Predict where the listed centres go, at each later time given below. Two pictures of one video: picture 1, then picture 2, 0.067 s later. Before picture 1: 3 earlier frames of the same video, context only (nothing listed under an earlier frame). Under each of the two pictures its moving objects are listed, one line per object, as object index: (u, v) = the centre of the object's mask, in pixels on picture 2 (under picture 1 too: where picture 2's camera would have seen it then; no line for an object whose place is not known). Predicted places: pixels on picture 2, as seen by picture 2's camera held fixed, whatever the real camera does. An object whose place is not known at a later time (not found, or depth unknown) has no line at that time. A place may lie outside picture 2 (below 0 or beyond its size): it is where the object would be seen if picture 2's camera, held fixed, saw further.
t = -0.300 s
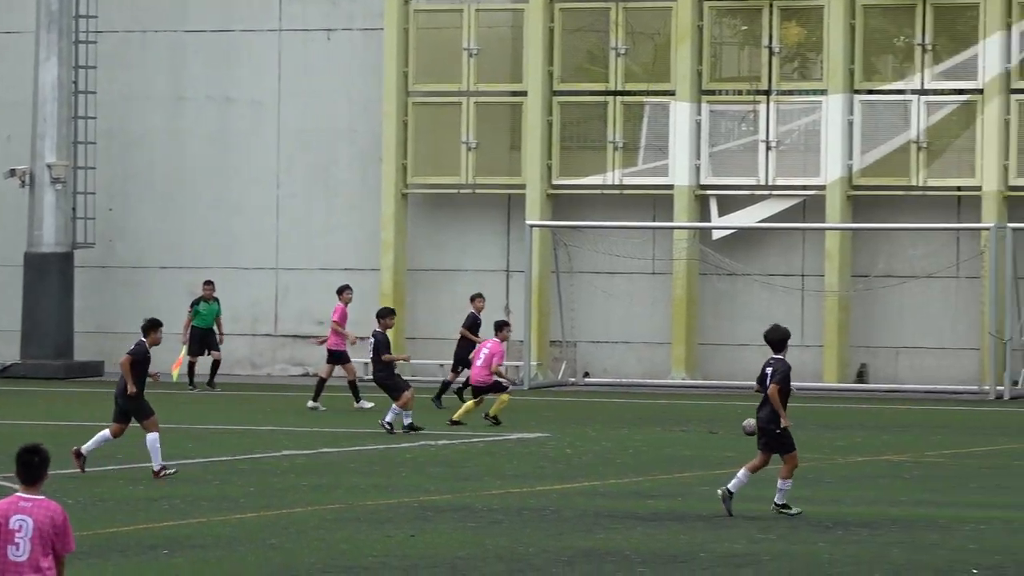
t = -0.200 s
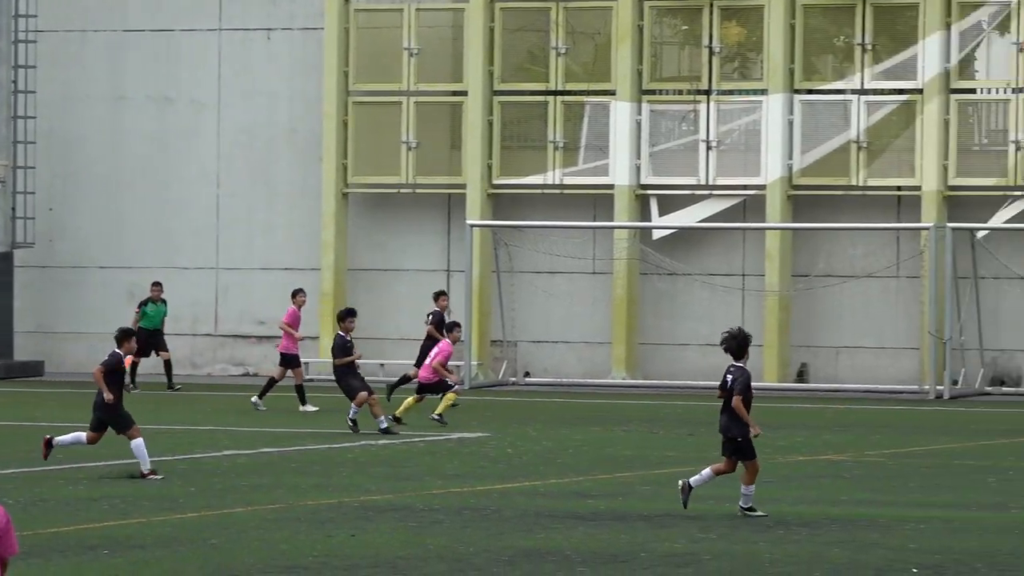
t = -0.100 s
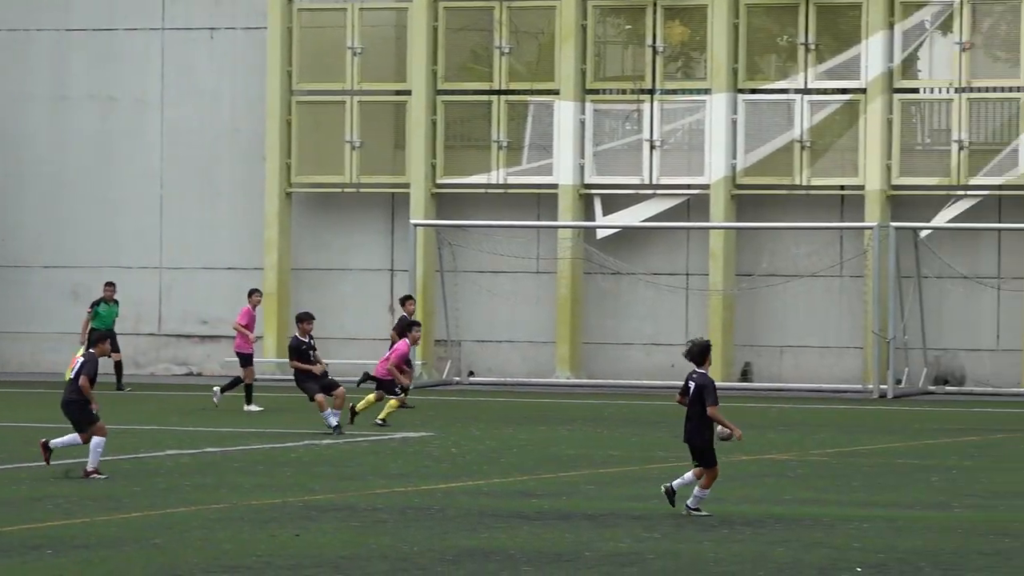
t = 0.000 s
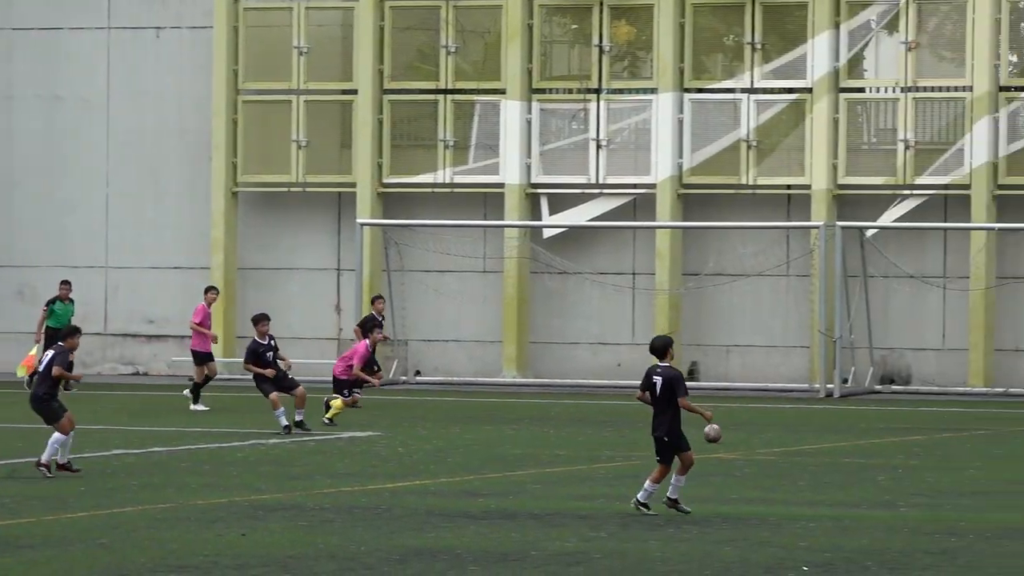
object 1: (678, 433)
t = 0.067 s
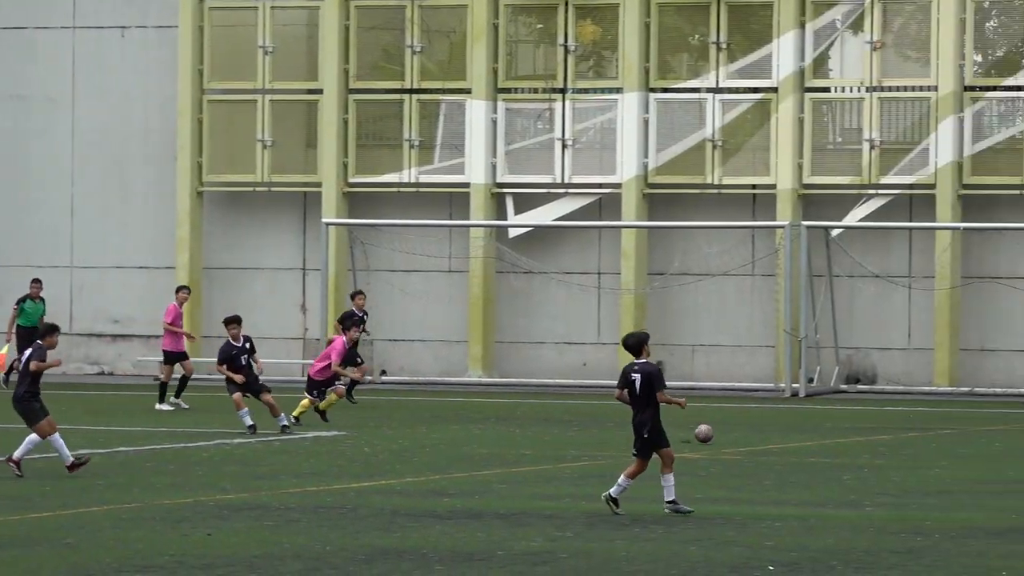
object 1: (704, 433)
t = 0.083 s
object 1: (710, 433)
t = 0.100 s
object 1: (717, 434)
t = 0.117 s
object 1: (722, 435)
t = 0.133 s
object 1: (729, 435)
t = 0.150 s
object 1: (735, 437)
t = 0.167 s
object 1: (741, 438)
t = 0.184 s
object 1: (747, 438)
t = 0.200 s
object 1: (754, 438)
